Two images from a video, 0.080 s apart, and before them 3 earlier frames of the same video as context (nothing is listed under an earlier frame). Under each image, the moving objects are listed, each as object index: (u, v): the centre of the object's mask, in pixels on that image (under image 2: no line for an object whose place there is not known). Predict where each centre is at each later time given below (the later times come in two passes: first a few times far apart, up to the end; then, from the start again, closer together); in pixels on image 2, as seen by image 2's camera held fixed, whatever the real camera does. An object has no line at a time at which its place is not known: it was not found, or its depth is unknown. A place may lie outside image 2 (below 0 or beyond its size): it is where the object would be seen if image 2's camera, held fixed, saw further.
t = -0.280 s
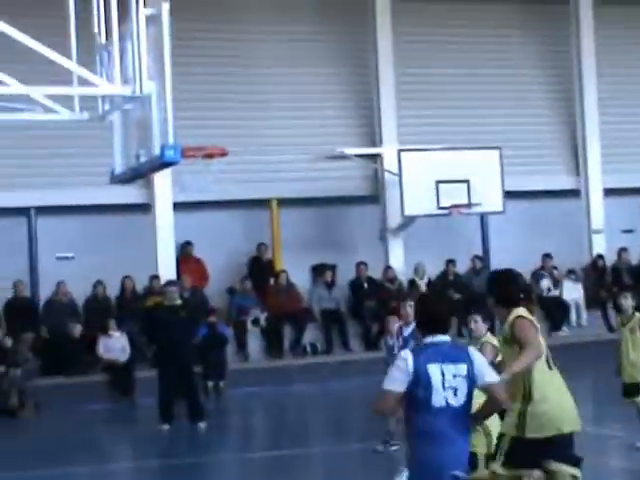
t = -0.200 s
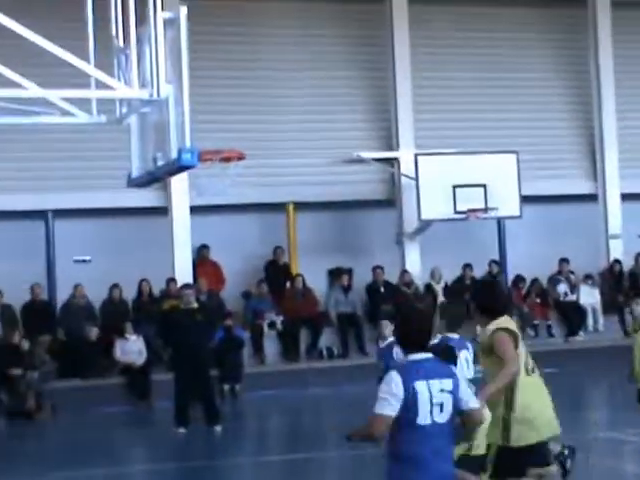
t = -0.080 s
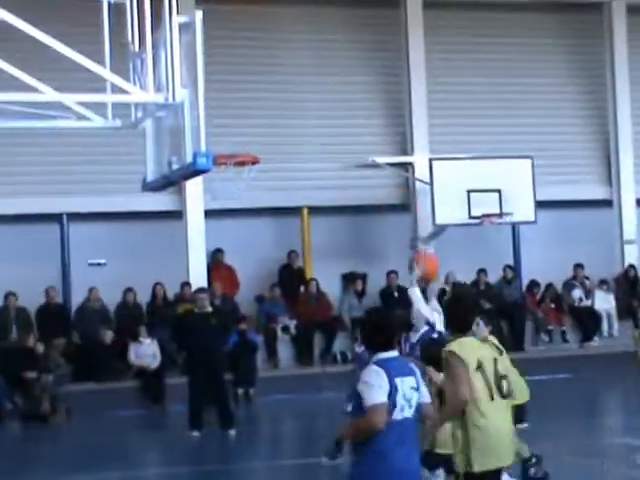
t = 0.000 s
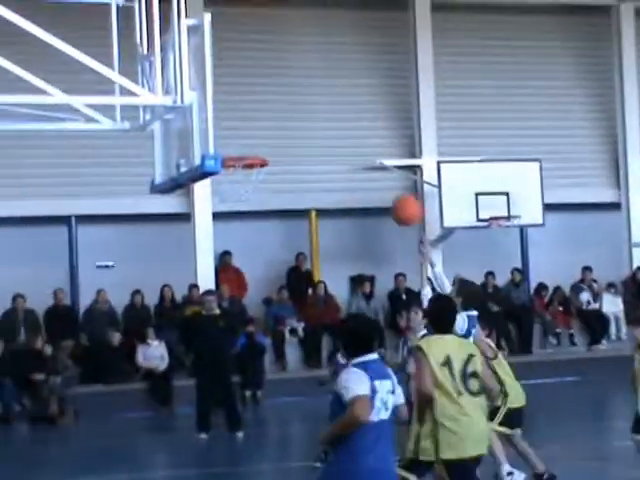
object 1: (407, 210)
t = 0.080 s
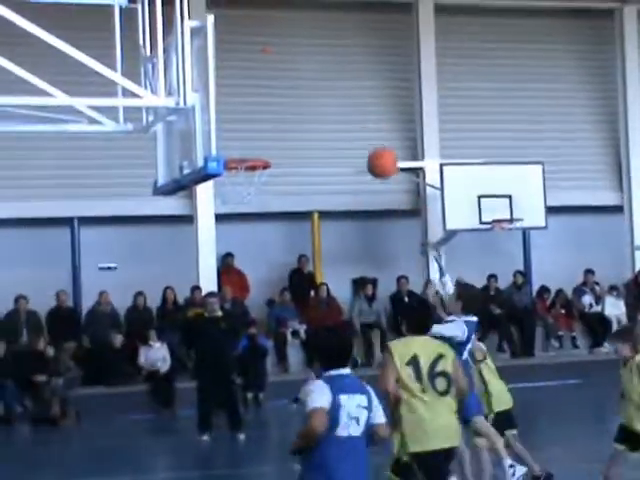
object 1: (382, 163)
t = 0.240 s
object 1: (332, 93)
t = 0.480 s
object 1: (263, 57)
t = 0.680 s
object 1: (221, 88)
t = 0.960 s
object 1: (246, 191)
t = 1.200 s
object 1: (244, 199)
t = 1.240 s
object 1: (243, 207)
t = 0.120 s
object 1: (369, 142)
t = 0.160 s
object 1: (356, 124)
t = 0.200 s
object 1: (344, 108)
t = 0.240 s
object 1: (332, 93)
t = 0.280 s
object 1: (320, 82)
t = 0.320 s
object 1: (308, 72)
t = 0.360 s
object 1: (298, 66)
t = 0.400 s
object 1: (285, 60)
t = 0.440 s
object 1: (274, 58)
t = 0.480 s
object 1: (263, 57)
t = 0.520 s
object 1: (250, 59)
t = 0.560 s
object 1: (240, 63)
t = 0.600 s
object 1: (230, 70)
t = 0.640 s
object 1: (223, 77)
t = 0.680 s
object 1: (221, 88)
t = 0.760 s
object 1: (223, 107)
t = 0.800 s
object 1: (223, 122)
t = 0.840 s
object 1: (227, 135)
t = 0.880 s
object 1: (235, 153)
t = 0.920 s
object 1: (236, 175)
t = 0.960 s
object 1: (246, 191)
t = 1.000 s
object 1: (248, 192)
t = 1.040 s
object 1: (246, 191)
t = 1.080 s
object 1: (246, 189)
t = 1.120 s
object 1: (245, 191)
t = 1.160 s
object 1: (245, 194)
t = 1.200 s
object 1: (244, 199)
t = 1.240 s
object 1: (243, 207)
